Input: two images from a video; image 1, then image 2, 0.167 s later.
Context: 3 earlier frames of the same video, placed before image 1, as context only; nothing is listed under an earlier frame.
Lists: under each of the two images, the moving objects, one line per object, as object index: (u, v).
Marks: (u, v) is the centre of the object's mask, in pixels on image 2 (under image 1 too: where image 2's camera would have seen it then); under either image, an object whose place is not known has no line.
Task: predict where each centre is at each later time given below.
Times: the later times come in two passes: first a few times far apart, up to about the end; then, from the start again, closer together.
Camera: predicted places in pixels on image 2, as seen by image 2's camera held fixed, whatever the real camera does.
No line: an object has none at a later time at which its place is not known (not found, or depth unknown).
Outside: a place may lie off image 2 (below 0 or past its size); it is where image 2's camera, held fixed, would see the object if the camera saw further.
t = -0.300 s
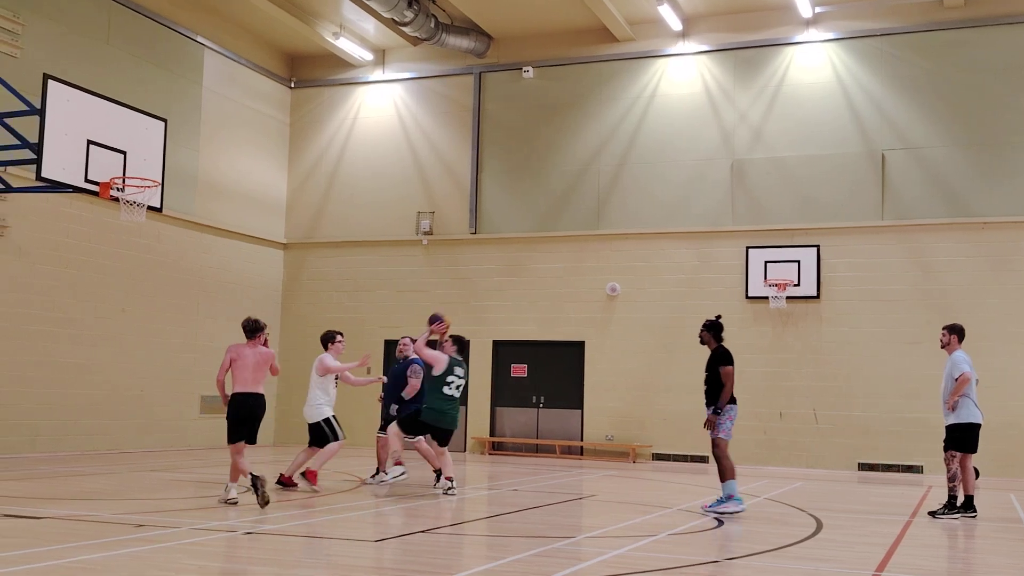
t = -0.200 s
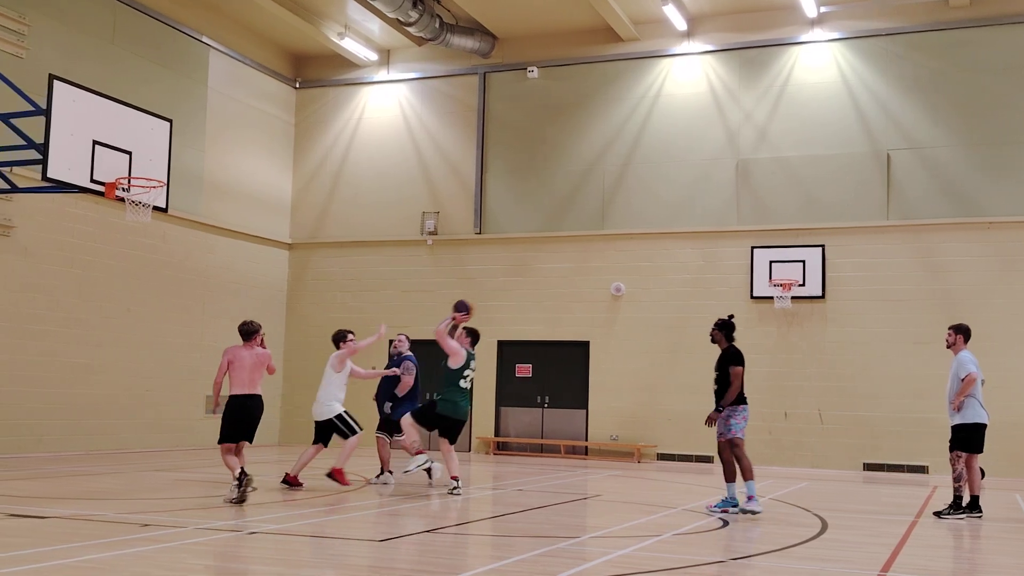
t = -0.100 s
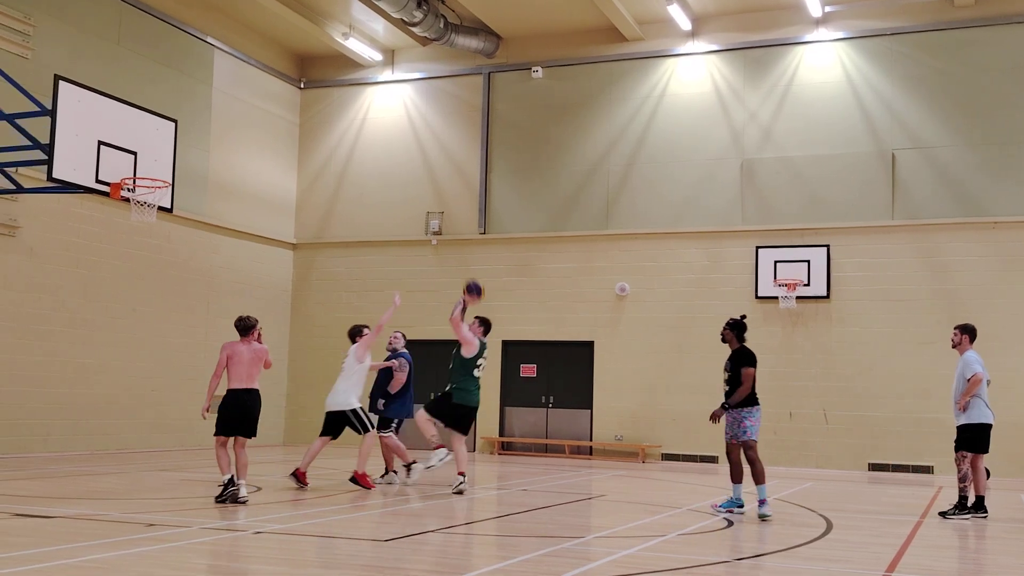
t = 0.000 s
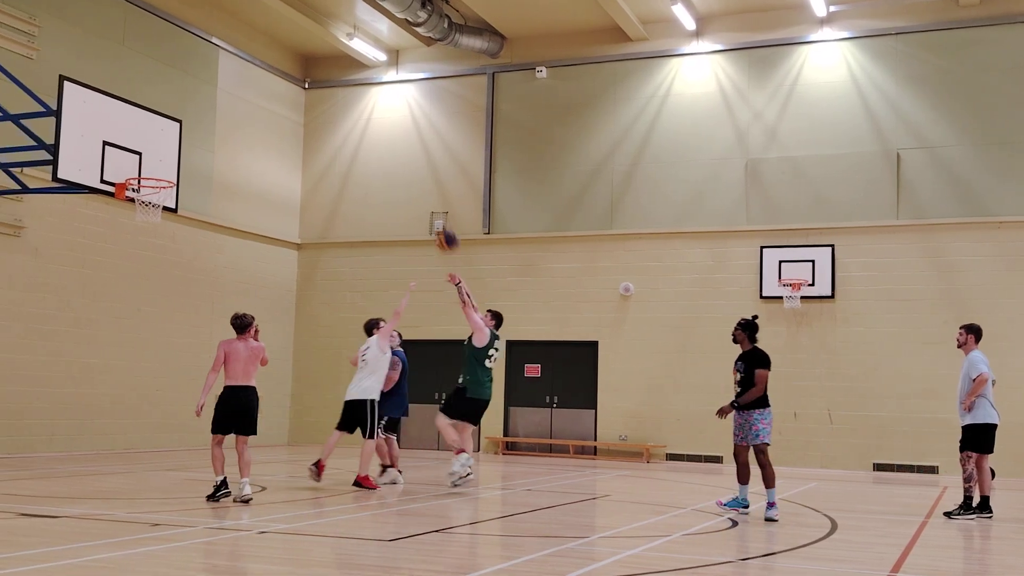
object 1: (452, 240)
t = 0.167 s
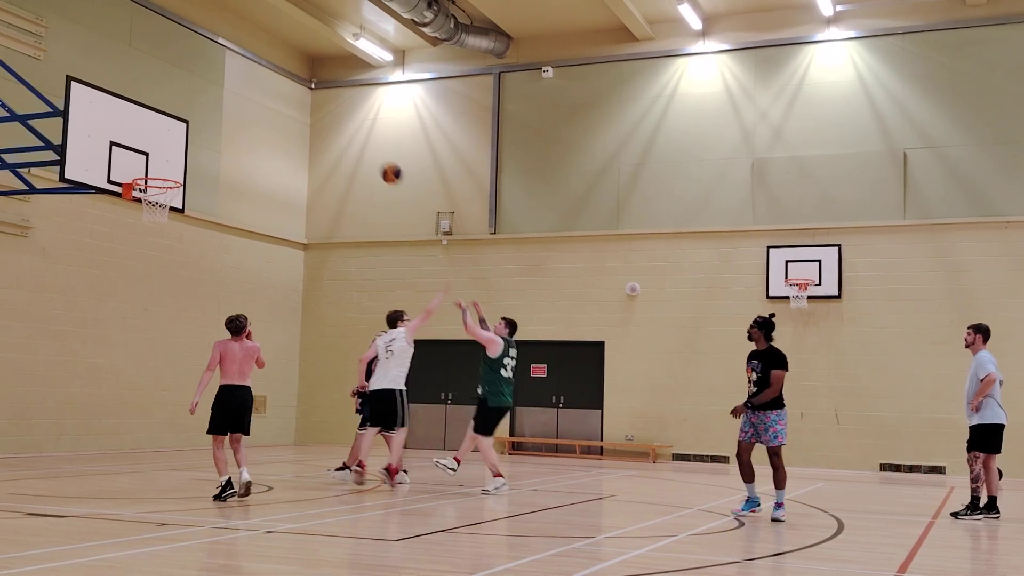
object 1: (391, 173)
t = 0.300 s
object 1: (342, 138)
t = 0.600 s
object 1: (229, 117)
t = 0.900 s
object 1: (155, 168)
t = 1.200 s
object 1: (143, 245)
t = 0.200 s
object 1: (379, 164)
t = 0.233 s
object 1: (367, 153)
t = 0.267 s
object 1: (354, 145)
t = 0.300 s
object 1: (342, 138)
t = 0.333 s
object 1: (329, 131)
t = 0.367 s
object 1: (318, 126)
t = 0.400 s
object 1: (305, 122)
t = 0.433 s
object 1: (292, 118)
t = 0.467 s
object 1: (279, 116)
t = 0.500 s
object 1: (266, 115)
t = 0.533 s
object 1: (254, 114)
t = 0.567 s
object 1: (242, 115)
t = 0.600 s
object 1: (229, 117)
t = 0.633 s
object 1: (216, 120)
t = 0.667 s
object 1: (203, 124)
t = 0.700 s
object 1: (191, 128)
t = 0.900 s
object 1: (155, 168)
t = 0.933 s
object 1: (160, 177)
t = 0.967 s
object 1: (165, 185)
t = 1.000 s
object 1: (163, 192)
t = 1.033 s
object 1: (159, 198)
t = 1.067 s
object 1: (156, 208)
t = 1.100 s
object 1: (151, 213)
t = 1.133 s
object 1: (149, 223)
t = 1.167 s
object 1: (146, 234)
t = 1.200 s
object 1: (143, 245)
